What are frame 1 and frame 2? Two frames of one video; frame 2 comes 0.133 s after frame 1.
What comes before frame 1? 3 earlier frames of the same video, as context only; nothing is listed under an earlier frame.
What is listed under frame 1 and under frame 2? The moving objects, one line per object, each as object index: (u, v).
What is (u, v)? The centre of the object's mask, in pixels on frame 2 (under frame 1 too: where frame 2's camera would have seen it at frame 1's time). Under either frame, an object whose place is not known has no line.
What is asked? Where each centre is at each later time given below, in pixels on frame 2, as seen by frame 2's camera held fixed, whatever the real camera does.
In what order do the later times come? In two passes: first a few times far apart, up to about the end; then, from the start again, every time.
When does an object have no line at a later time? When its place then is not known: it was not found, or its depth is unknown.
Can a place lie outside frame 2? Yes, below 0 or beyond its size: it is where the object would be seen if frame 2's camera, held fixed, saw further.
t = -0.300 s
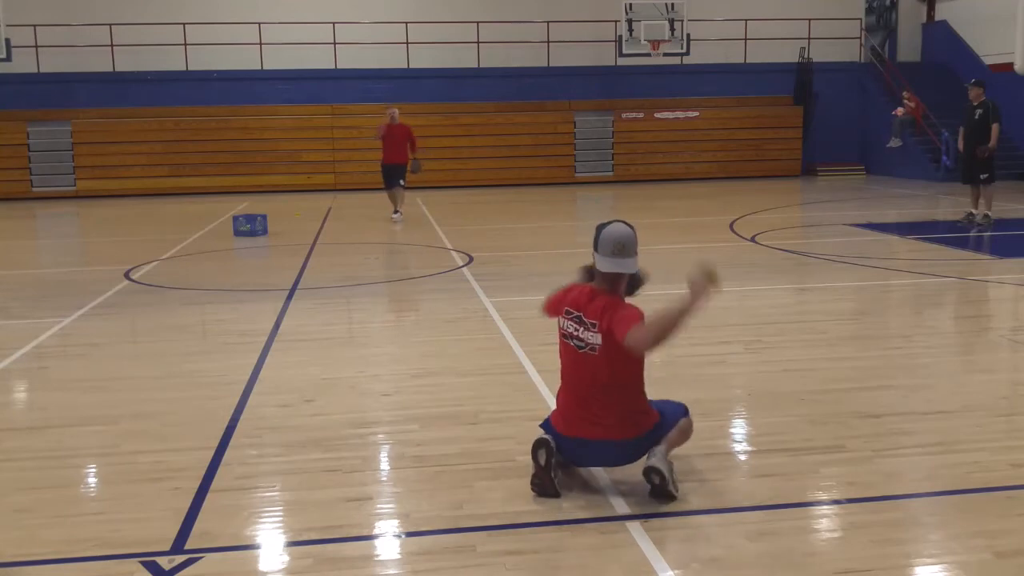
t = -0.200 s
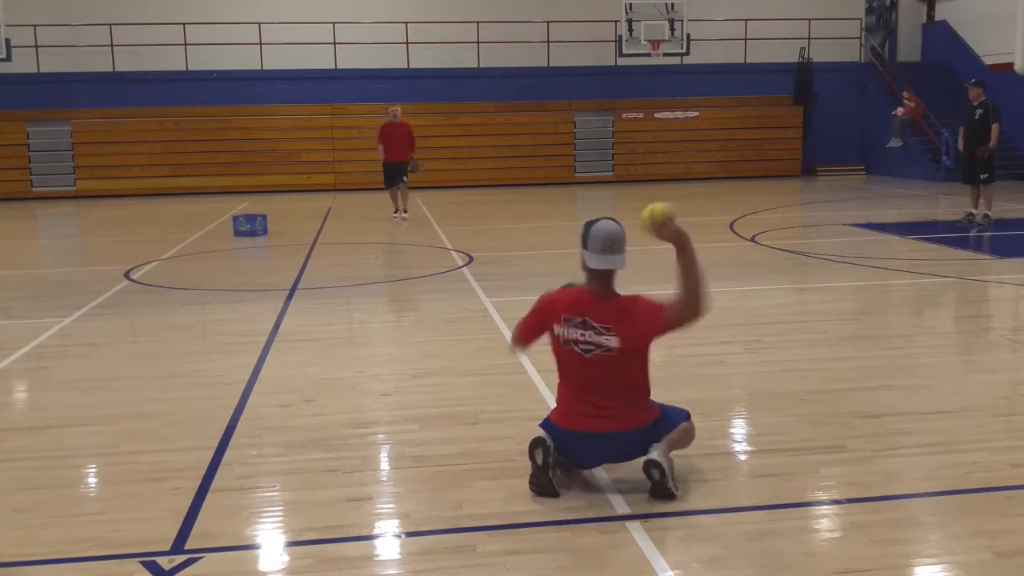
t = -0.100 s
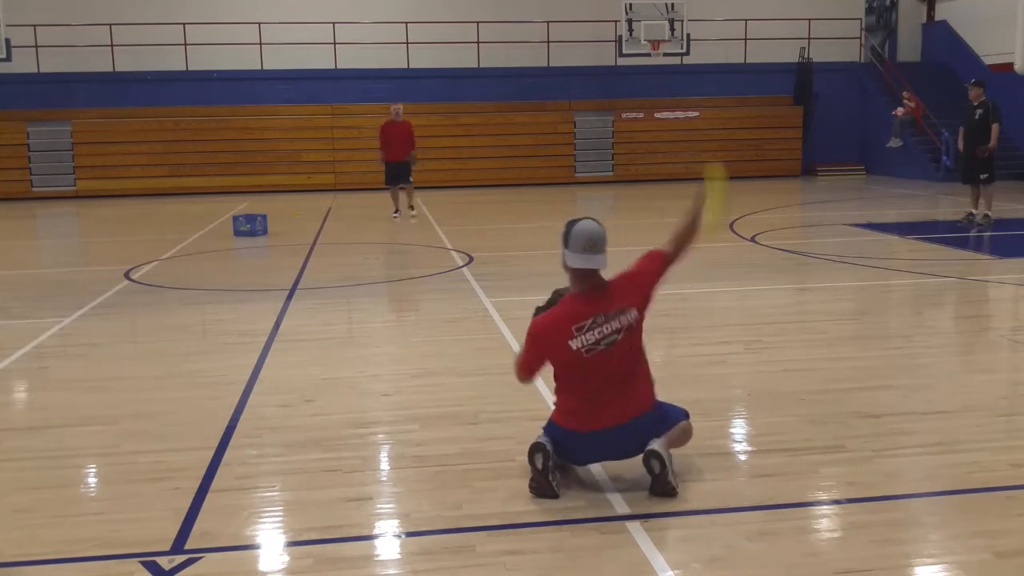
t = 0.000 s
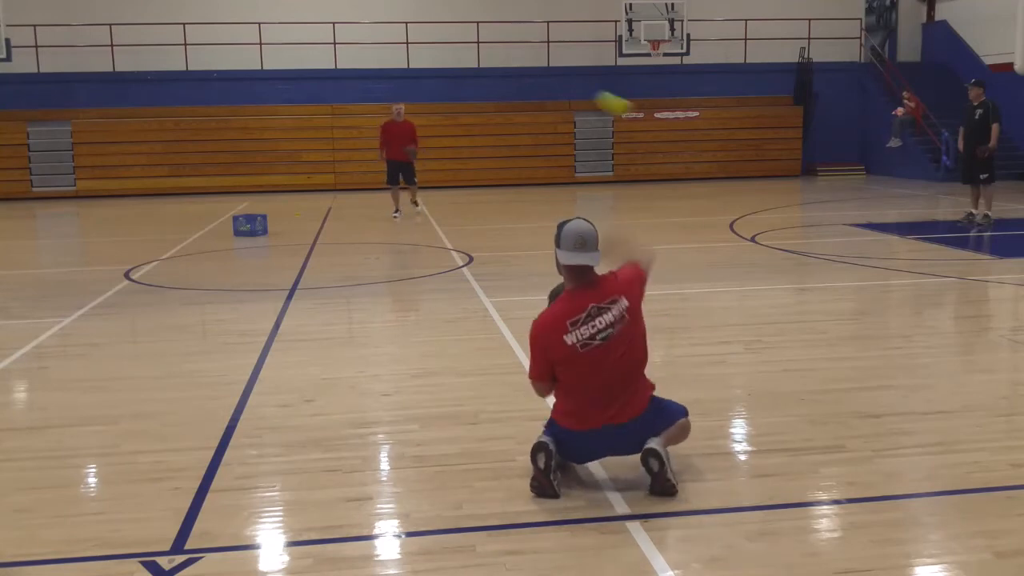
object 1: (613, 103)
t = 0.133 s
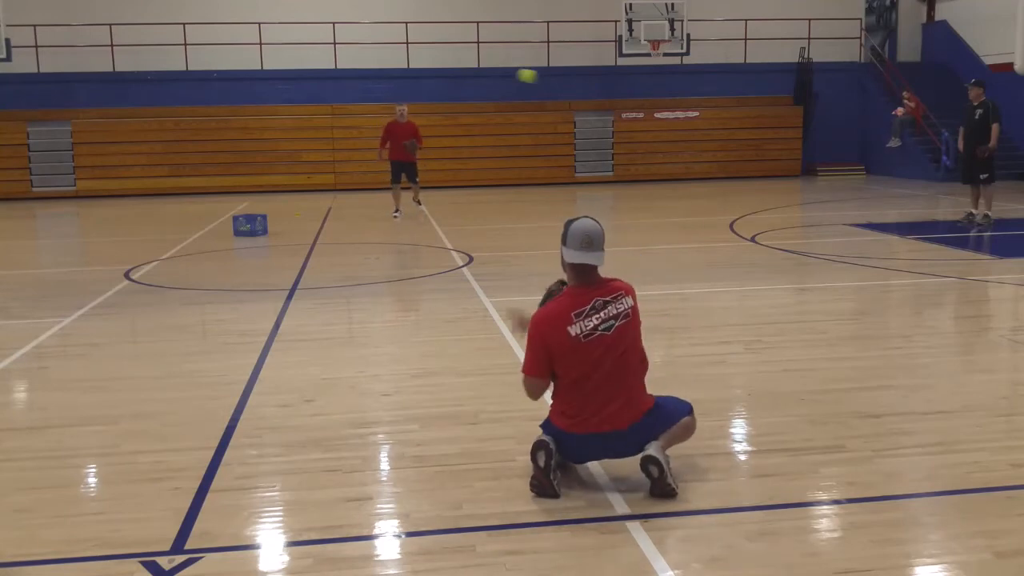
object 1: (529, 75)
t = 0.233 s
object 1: (492, 75)
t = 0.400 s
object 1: (455, 91)
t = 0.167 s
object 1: (515, 74)
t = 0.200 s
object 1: (502, 74)
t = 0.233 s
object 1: (492, 75)
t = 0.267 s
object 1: (483, 77)
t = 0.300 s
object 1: (475, 79)
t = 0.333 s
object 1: (467, 83)
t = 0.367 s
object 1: (461, 86)
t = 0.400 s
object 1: (455, 91)
